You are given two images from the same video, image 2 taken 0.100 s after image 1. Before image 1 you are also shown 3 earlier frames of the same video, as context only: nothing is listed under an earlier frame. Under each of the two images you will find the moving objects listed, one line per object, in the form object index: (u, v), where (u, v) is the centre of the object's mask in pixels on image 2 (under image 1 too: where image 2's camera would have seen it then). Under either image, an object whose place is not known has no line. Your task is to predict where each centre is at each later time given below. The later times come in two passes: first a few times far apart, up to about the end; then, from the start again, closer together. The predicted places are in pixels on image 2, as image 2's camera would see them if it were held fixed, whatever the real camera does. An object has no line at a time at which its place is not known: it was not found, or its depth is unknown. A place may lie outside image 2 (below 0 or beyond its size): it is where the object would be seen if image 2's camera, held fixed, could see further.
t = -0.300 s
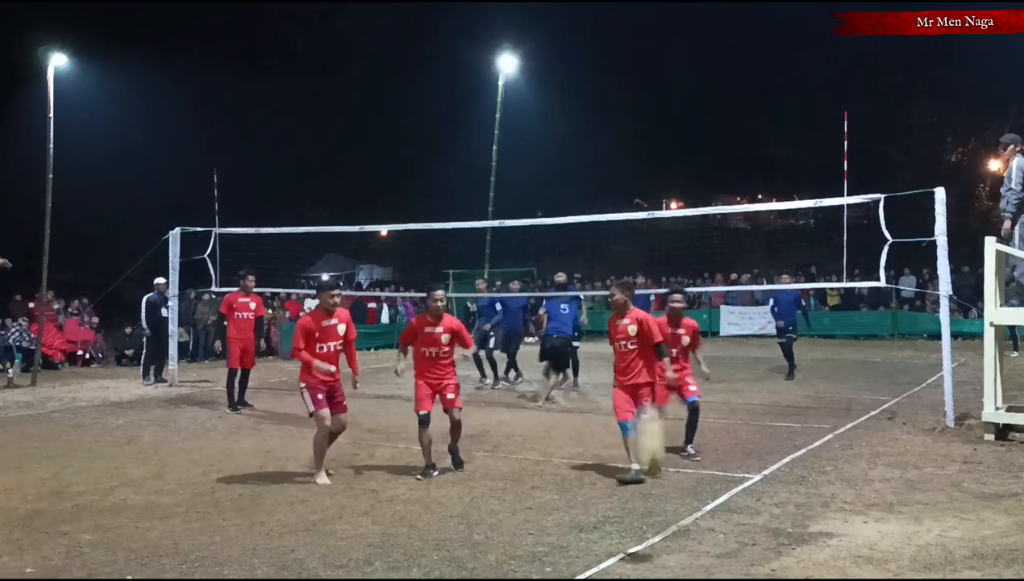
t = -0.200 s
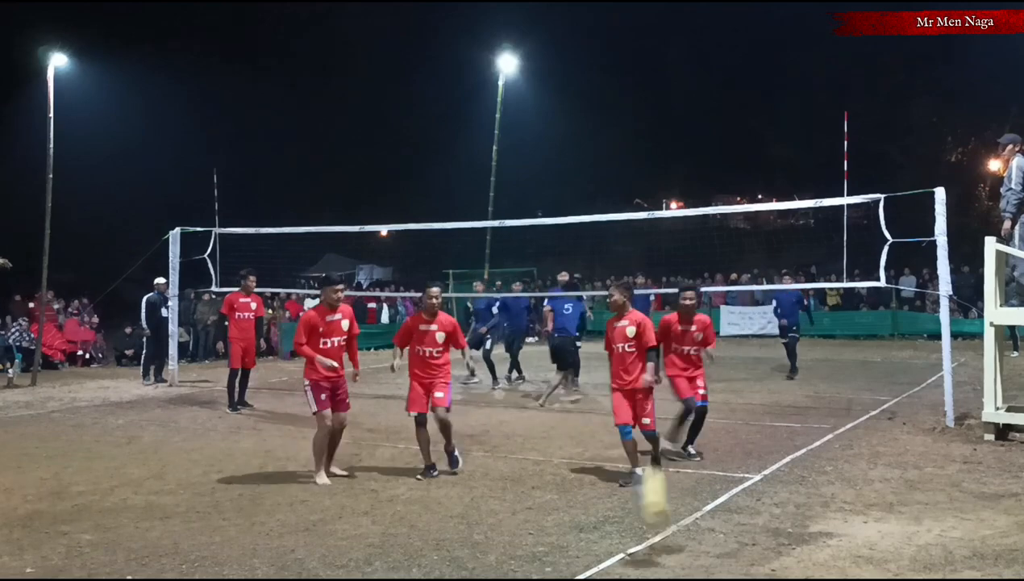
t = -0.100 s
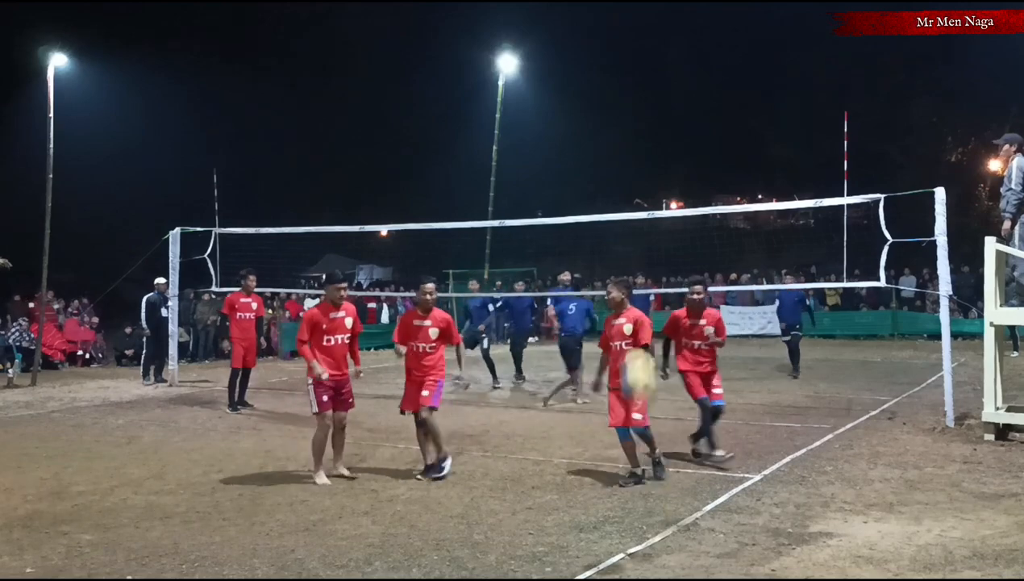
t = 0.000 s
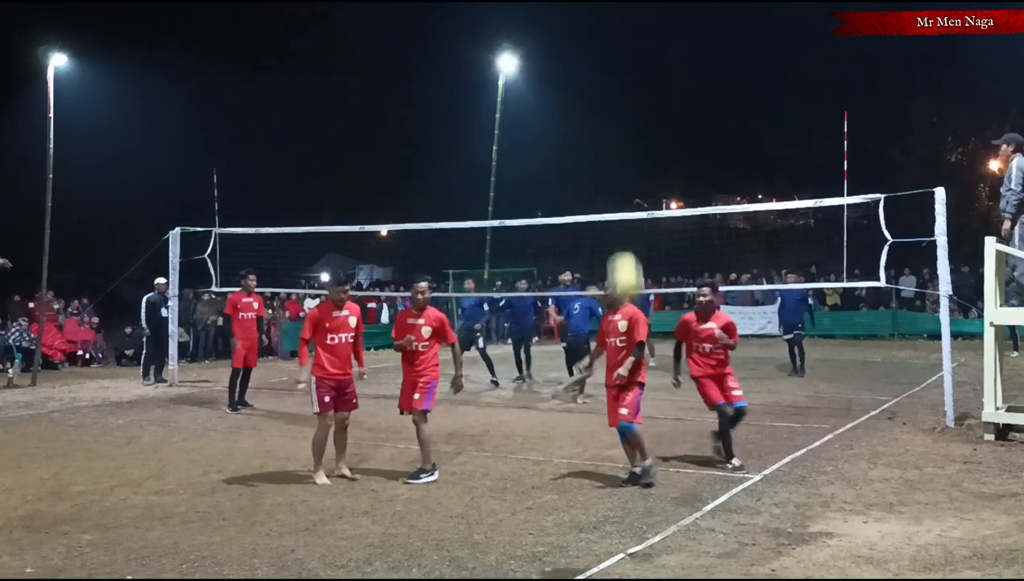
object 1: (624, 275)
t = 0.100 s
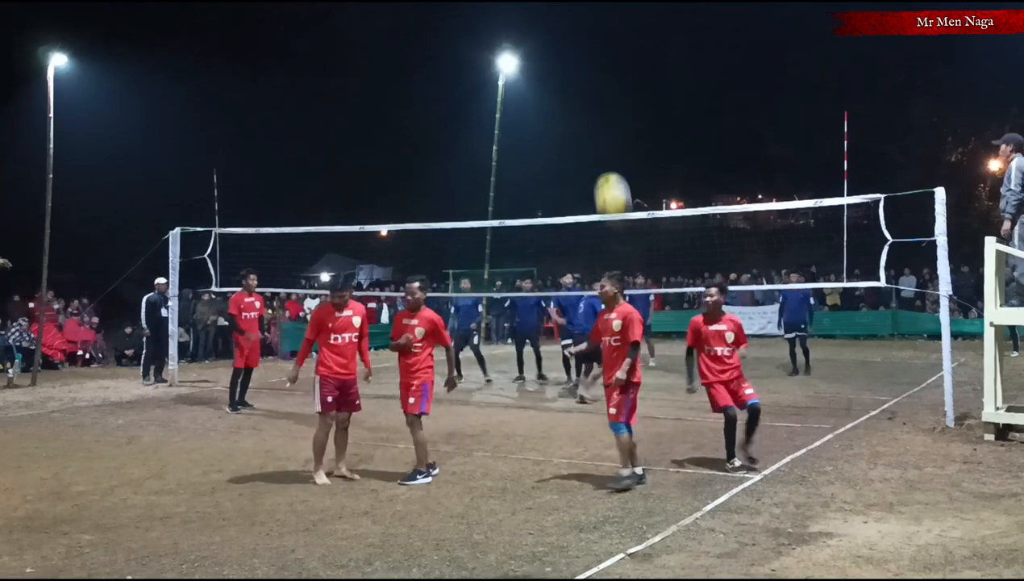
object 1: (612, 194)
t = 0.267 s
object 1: (592, 101)
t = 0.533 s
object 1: (559, 46)
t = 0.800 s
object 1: (525, 113)
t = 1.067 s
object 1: (495, 303)
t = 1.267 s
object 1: (468, 530)
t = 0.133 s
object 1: (608, 175)
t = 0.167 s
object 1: (604, 154)
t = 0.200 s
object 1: (600, 135)
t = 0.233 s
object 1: (596, 118)
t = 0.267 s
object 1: (592, 101)
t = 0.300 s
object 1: (588, 87)
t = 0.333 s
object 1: (584, 76)
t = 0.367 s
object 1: (580, 66)
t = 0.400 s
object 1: (575, 58)
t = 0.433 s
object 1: (571, 52)
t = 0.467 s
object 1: (567, 48)
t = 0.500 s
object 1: (563, 46)
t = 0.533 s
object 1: (559, 46)
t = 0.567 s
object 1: (555, 47)
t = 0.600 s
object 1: (550, 50)
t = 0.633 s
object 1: (546, 56)
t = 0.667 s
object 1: (542, 63)
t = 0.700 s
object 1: (539, 71)
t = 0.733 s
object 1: (534, 83)
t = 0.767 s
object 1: (530, 97)
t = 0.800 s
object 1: (525, 113)
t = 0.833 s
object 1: (521, 130)
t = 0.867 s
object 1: (517, 149)
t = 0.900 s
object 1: (512, 171)
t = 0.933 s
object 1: (508, 192)
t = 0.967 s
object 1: (505, 219)
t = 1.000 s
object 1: (501, 245)
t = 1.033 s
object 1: (498, 271)
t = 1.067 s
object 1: (495, 303)
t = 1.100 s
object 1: (491, 336)
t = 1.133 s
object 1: (488, 369)
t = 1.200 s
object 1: (476, 448)
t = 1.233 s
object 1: (472, 486)
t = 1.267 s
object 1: (468, 530)
